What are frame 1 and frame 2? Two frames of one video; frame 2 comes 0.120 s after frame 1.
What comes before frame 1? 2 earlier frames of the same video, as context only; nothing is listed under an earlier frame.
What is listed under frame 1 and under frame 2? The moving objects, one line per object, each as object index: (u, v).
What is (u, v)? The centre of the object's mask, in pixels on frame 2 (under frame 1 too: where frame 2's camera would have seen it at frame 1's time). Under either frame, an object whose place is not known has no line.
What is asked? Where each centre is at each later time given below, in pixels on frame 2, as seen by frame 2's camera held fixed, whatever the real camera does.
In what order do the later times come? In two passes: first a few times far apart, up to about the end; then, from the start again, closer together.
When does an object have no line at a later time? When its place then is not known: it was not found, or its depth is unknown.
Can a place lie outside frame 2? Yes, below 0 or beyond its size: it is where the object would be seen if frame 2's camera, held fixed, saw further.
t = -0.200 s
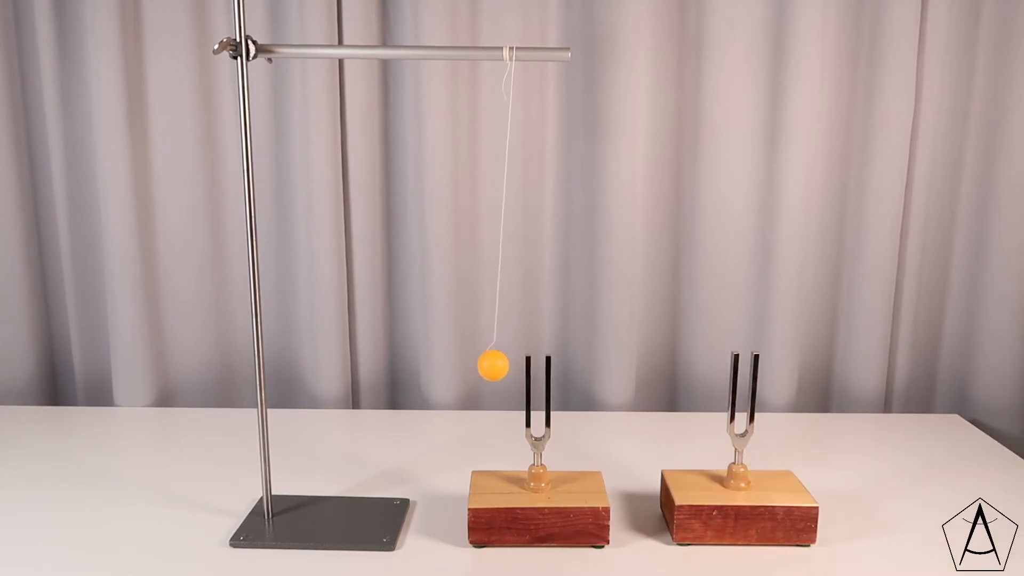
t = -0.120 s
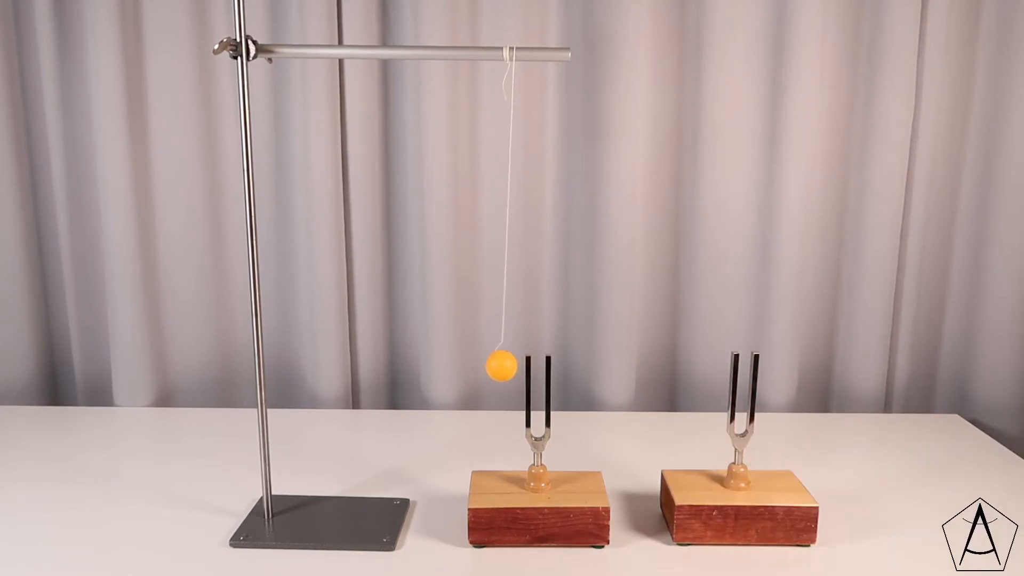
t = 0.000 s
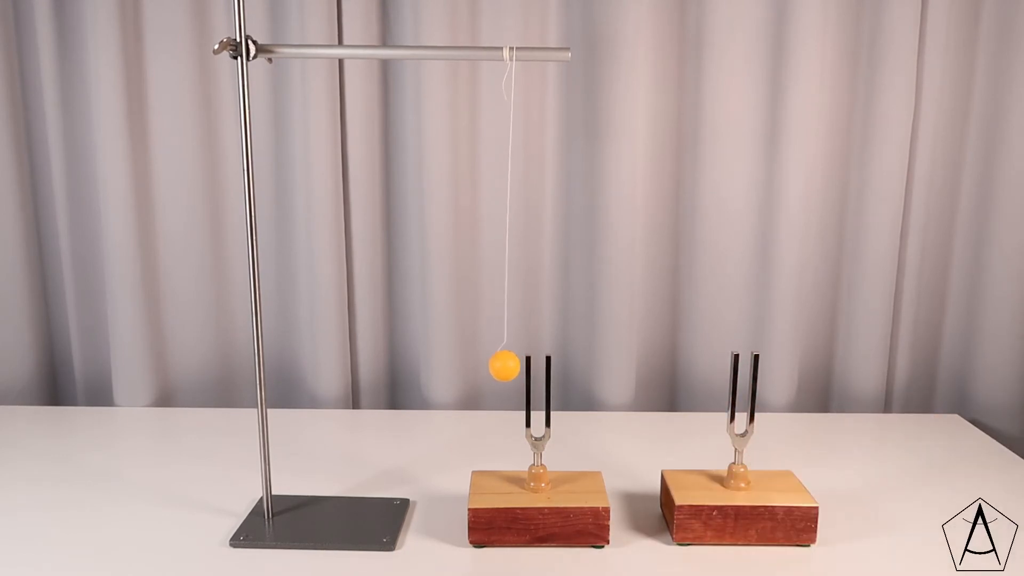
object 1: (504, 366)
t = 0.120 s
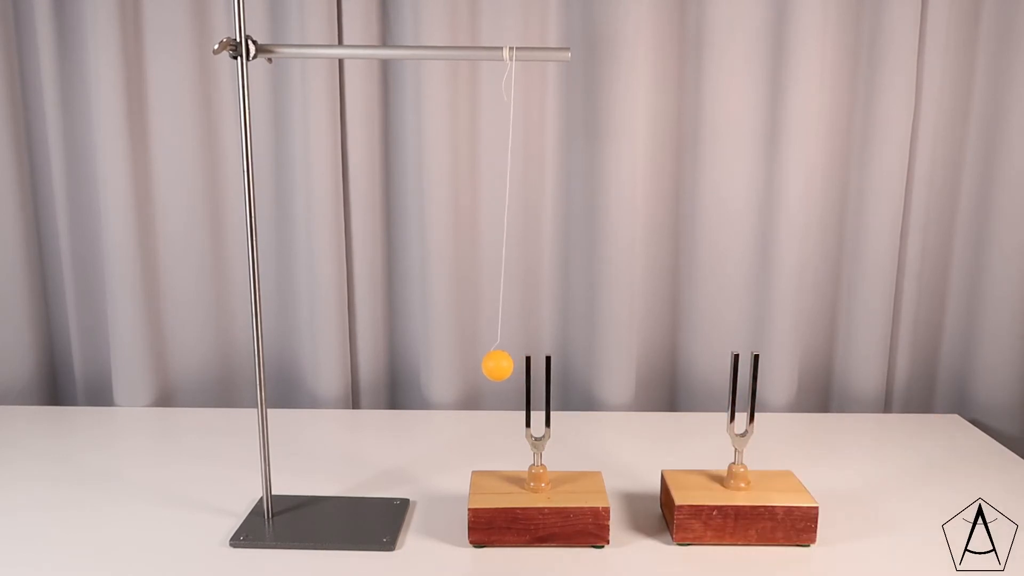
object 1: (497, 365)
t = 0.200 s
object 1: (496, 365)
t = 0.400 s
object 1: (503, 366)
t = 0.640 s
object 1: (490, 365)
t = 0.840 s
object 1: (489, 365)
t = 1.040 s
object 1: (508, 366)
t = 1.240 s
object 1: (492, 365)
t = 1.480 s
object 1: (499, 365)
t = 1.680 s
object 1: (491, 365)
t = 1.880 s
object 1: (477, 364)
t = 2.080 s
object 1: (496, 366)
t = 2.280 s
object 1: (501, 366)
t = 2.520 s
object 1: (500, 365)
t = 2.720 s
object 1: (504, 366)
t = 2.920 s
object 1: (494, 365)
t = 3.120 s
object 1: (502, 366)
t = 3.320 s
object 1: (505, 366)
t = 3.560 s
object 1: (506, 366)
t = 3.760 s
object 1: (507, 366)
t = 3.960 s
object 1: (508, 366)
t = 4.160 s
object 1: (498, 365)
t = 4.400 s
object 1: (504, 366)
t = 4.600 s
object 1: (508, 366)
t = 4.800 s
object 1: (506, 366)
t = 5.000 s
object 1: (502, 366)
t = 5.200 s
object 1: (508, 366)
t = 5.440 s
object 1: (508, 366)
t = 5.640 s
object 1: (504, 366)
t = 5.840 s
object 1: (503, 366)
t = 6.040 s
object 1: (505, 366)
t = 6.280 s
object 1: (498, 365)
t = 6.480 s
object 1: (507, 366)
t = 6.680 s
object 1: (500, 366)
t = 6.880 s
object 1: (502, 366)
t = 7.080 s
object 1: (507, 366)
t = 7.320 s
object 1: (507, 366)
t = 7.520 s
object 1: (507, 366)
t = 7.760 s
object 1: (507, 366)
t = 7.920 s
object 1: (504, 366)
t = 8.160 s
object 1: (508, 366)
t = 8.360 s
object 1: (504, 366)
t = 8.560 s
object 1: (508, 366)
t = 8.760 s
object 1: (508, 366)
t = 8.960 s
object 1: (506, 366)
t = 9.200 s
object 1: (508, 366)
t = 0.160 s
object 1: (496, 365)
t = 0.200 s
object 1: (496, 365)
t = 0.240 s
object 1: (496, 365)
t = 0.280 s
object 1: (497, 365)
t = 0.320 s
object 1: (499, 365)
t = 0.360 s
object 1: (501, 366)
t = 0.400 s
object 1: (503, 366)
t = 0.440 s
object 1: (506, 366)
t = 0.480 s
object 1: (507, 366)
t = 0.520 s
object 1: (502, 366)
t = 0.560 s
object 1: (498, 366)
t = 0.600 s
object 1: (493, 365)
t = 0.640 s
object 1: (490, 365)
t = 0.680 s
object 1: (488, 365)
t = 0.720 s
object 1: (486, 364)
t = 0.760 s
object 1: (486, 365)
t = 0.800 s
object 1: (487, 365)
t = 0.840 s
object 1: (489, 365)
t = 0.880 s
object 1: (492, 365)
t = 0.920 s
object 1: (496, 365)
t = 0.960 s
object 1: (500, 366)
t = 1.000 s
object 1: (505, 366)
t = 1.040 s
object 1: (508, 366)
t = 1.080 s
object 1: (504, 366)
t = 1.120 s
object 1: (500, 366)
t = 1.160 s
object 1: (497, 366)
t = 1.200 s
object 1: (494, 365)
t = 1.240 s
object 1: (492, 365)
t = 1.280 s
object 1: (492, 365)
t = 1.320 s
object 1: (492, 365)
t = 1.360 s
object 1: (492, 365)
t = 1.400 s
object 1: (494, 365)
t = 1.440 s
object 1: (496, 365)
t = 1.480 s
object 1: (499, 365)
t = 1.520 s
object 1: (503, 366)
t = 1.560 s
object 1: (507, 366)
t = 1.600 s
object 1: (505, 366)
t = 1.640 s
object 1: (498, 366)
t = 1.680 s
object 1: (491, 365)
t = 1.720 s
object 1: (486, 365)
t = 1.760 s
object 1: (481, 364)
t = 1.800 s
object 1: (478, 364)
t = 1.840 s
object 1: (477, 364)
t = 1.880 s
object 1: (477, 364)
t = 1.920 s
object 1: (478, 364)
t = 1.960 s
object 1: (481, 364)
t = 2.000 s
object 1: (485, 365)
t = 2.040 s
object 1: (490, 365)
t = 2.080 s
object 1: (496, 366)
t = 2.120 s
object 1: (503, 366)
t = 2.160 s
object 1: (508, 366)
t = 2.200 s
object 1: (506, 366)
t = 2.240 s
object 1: (503, 366)
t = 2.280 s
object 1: (501, 366)
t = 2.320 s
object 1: (499, 366)
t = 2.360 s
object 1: (498, 366)
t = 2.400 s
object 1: (498, 366)
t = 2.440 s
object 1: (498, 366)
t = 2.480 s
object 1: (499, 365)
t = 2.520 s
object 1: (500, 365)
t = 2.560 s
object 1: (502, 366)
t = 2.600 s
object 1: (504, 366)
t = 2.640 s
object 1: (507, 366)
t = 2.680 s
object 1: (508, 366)
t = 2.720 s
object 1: (504, 366)
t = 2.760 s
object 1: (501, 366)
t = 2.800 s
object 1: (499, 366)
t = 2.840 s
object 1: (497, 366)
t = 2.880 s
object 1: (495, 365)
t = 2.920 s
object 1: (494, 365)
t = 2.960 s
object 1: (495, 365)
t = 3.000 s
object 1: (495, 365)
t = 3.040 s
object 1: (497, 365)
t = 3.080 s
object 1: (499, 365)
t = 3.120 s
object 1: (502, 366)
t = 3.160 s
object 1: (505, 366)
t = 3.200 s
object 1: (508, 366)
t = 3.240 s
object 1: (507, 366)
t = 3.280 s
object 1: (506, 366)
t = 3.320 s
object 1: (505, 366)
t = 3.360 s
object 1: (504, 366)
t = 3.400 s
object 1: (504, 366)
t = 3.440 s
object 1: (504, 366)
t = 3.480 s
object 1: (504, 366)
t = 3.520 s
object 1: (505, 366)
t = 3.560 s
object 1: (506, 366)
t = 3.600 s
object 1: (507, 366)
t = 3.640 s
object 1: (509, 366)
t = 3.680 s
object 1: (508, 366)
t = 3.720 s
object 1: (508, 366)
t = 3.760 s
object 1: (507, 366)
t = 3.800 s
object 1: (507, 366)
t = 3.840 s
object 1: (507, 366)
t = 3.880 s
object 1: (508, 366)
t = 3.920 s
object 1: (508, 366)
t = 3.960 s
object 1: (508, 366)
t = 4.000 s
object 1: (506, 366)
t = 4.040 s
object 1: (503, 366)
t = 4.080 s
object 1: (501, 366)
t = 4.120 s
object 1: (499, 366)
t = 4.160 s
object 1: (498, 365)
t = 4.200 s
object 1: (498, 365)
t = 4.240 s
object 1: (498, 366)
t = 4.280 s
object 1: (498, 366)
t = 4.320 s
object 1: (500, 366)
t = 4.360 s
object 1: (502, 366)
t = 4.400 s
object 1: (504, 366)
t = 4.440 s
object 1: (507, 366)
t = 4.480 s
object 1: (509, 366)
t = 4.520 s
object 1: (508, 366)
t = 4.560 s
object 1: (508, 366)
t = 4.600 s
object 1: (508, 366)
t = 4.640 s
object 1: (508, 366)
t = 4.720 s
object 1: (509, 366)
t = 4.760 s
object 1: (508, 366)
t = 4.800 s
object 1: (506, 366)
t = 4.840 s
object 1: (504, 366)
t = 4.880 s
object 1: (503, 366)
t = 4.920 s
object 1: (502, 366)
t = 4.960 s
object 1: (502, 366)
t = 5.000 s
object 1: (502, 366)
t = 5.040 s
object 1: (502, 366)
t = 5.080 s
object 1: (503, 366)
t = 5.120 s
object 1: (505, 366)
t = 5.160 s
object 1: (506, 366)
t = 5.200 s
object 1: (508, 366)
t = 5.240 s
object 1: (508, 366)
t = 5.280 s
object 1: (508, 366)
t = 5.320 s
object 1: (508, 366)
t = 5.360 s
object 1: (508, 366)
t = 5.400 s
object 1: (508, 366)
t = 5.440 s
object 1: (508, 366)
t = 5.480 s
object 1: (508, 366)
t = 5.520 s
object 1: (508, 366)
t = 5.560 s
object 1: (507, 366)
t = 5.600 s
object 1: (505, 366)
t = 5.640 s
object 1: (504, 366)
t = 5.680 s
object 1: (503, 366)
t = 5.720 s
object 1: (503, 366)
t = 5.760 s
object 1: (503, 366)
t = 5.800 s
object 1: (503, 366)
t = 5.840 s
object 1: (503, 366)
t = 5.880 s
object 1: (505, 366)
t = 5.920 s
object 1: (506, 366)
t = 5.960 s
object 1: (508, 366)
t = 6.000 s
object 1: (508, 366)
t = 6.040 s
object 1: (505, 366)
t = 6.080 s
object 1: (502, 366)
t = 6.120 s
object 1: (500, 366)
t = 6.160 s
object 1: (499, 365)
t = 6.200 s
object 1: (498, 365)
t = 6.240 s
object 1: (498, 365)
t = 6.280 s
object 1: (498, 365)
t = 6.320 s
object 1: (499, 366)
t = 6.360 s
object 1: (500, 366)
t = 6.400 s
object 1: (502, 366)
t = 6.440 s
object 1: (505, 366)
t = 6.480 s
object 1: (507, 366)
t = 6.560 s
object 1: (505, 366)
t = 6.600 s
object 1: (503, 366)
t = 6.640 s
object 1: (501, 366)
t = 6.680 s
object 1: (500, 366)
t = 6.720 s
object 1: (499, 366)
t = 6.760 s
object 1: (499, 366)
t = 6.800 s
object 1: (500, 366)
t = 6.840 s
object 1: (501, 366)
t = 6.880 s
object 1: (502, 366)
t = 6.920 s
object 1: (504, 366)
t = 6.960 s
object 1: (506, 366)
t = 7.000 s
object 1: (509, 366)
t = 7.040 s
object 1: (508, 366)
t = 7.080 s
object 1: (507, 366)
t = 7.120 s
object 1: (506, 366)
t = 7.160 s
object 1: (506, 366)
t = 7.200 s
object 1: (505, 366)
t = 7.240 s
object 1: (505, 366)
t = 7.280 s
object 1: (506, 366)
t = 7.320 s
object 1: (507, 366)
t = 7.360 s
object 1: (508, 366)
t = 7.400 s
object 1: (509, 366)
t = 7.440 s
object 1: (508, 366)
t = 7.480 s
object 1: (508, 366)
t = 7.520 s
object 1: (507, 366)
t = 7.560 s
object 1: (507, 366)
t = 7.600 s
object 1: (507, 366)
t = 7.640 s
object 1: (508, 366)
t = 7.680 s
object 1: (508, 366)
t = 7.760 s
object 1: (507, 366)
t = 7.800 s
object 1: (506, 366)
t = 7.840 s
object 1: (505, 366)
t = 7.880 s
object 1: (504, 366)
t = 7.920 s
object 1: (504, 366)
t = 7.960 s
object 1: (504, 366)
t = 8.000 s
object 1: (504, 366)
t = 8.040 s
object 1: (505, 366)
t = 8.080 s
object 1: (506, 366)
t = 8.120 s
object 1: (508, 366)
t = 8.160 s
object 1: (508, 366)
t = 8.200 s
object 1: (507, 366)
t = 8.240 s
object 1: (506, 366)
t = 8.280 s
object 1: (505, 366)
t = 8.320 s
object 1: (505, 366)
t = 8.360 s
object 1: (504, 366)
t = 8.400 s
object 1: (504, 366)
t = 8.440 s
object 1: (505, 366)
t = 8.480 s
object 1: (506, 366)
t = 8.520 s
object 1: (507, 366)
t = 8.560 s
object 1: (508, 366)
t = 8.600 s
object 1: (508, 366)
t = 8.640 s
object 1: (508, 366)
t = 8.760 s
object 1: (508, 366)
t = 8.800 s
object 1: (508, 366)
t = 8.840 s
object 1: (508, 366)
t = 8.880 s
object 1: (507, 366)
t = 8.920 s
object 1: (507, 366)
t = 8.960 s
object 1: (506, 366)
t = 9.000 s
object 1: (506, 366)
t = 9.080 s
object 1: (507, 366)
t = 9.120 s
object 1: (507, 366)
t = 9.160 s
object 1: (508, 366)
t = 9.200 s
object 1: (508, 366)
